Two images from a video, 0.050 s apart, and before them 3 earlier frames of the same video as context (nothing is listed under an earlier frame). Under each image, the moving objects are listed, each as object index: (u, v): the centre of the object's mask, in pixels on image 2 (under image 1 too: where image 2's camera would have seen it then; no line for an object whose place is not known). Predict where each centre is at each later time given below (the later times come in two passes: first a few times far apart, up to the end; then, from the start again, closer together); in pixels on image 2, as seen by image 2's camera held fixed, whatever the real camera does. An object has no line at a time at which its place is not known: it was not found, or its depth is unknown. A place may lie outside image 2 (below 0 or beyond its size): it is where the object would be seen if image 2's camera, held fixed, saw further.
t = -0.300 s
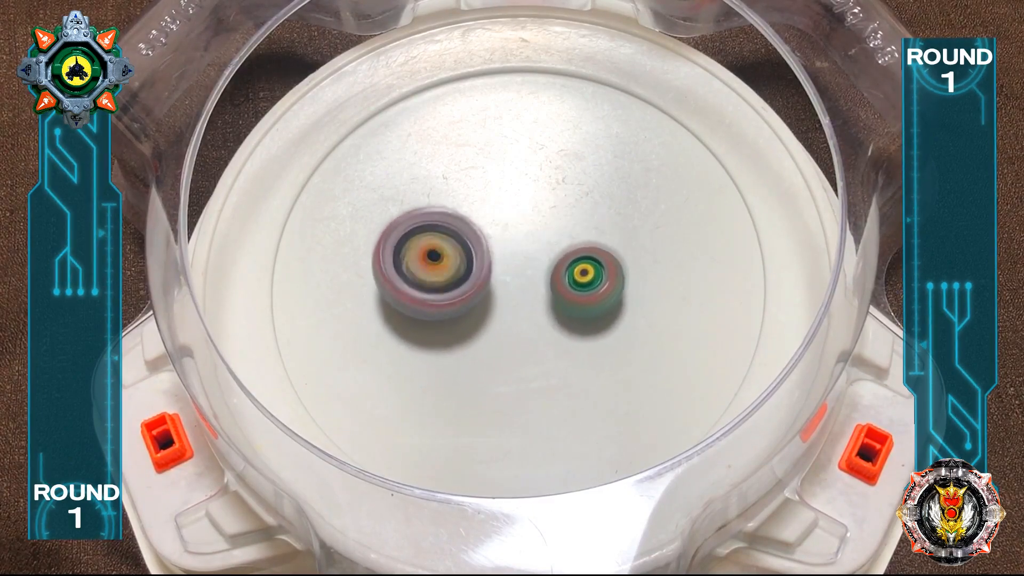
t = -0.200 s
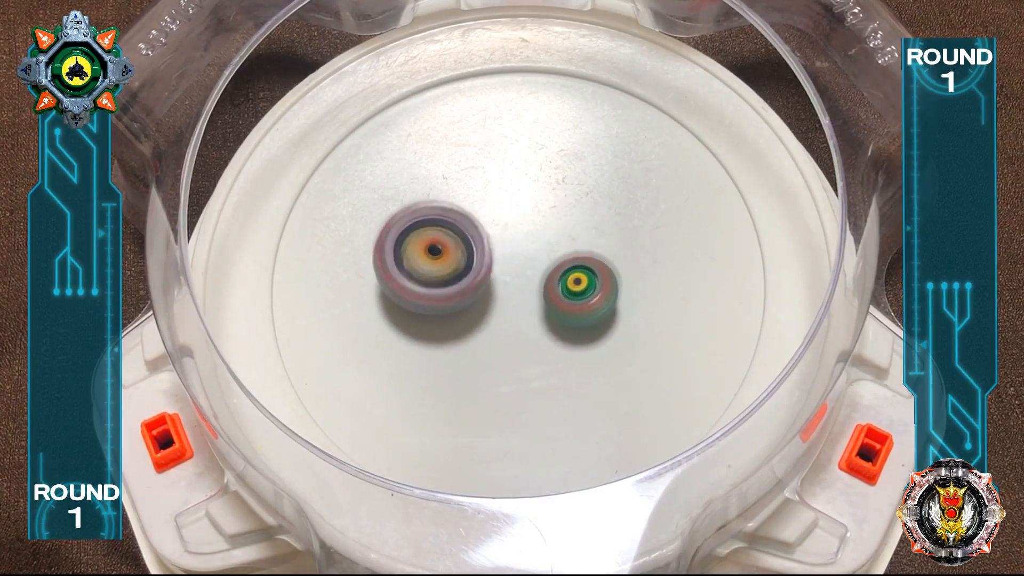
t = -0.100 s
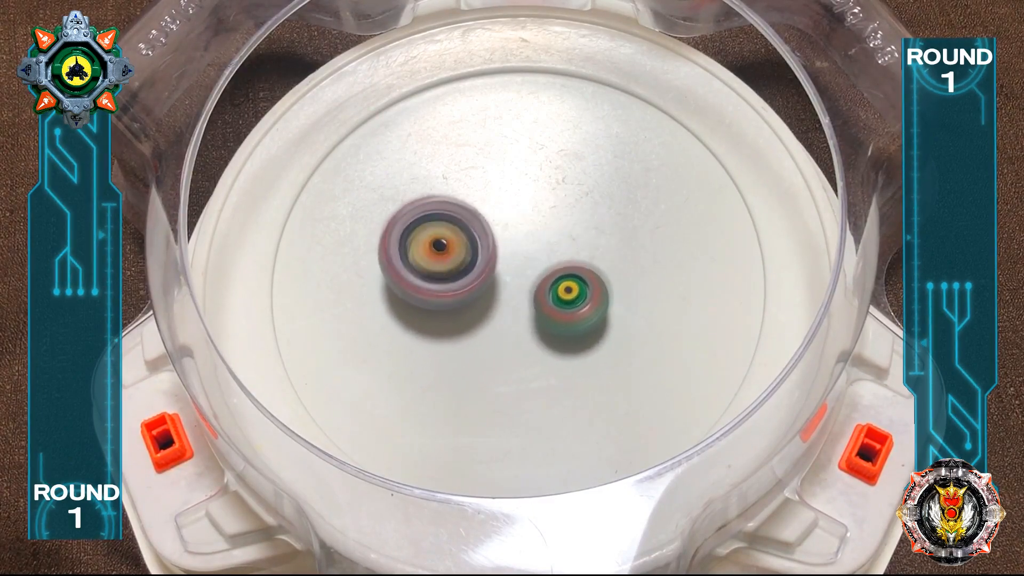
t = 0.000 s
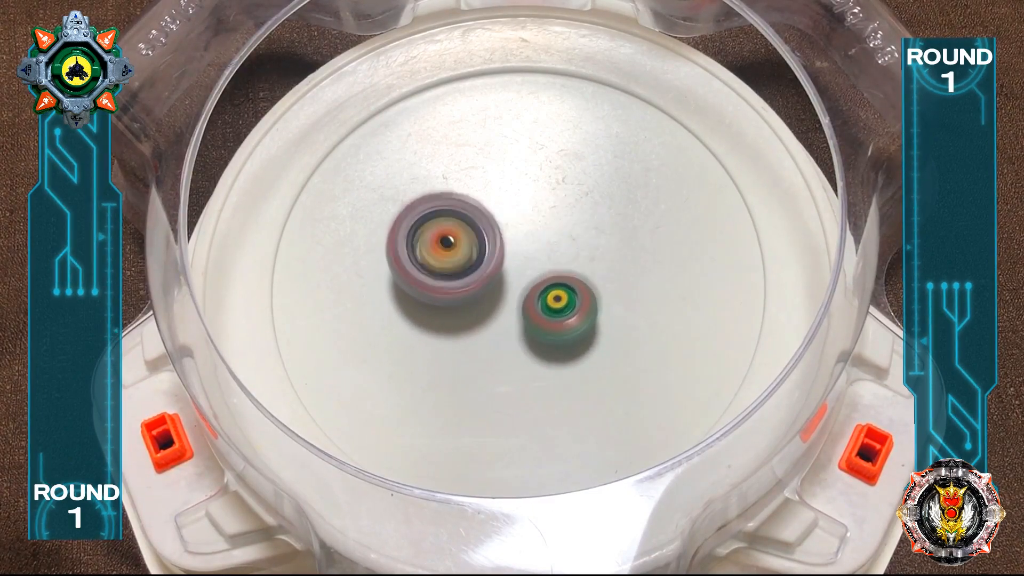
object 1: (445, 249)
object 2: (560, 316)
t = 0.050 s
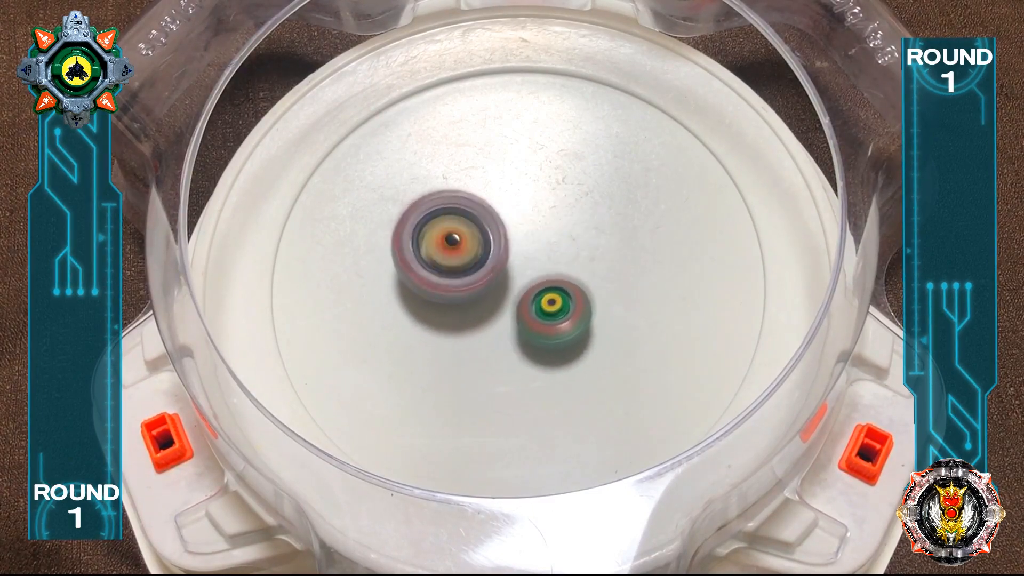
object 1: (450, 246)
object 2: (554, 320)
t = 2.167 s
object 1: (626, 326)
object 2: (575, 247)
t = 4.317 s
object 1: (462, 251)
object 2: (561, 248)
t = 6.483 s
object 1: (513, 310)
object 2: (590, 267)
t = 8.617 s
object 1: (530, 229)
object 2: (649, 292)
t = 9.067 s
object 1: (502, 256)
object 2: (636, 380)
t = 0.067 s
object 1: (452, 245)
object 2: (552, 322)
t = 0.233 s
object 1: (474, 239)
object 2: (532, 331)
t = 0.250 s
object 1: (476, 238)
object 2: (529, 331)
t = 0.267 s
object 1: (479, 237)
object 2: (527, 332)
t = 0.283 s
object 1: (482, 236)
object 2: (526, 333)
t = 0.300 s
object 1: (484, 233)
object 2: (526, 335)
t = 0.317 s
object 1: (486, 231)
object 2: (525, 338)
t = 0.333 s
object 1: (489, 229)
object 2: (523, 339)
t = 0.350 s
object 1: (491, 228)
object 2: (521, 340)
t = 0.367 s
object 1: (493, 226)
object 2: (519, 340)
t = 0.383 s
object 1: (495, 225)
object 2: (517, 340)
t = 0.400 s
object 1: (497, 224)
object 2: (515, 339)
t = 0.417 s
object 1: (499, 223)
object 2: (513, 339)
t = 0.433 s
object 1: (502, 221)
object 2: (511, 338)
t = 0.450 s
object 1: (504, 219)
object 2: (509, 338)
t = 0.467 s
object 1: (506, 217)
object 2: (506, 337)
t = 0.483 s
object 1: (508, 216)
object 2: (504, 336)
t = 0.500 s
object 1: (510, 214)
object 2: (503, 335)
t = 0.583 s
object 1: (520, 209)
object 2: (493, 327)
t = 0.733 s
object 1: (537, 202)
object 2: (476, 311)
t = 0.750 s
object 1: (538, 201)
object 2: (475, 309)
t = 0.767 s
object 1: (540, 200)
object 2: (474, 307)
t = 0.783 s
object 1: (541, 200)
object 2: (472, 305)
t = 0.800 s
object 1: (543, 200)
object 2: (471, 303)
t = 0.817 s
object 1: (545, 200)
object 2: (470, 301)
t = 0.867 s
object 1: (550, 200)
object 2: (467, 295)
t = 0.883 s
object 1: (551, 200)
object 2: (466, 293)
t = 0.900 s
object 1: (552, 200)
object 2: (465, 291)
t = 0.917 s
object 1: (553, 200)
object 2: (465, 289)
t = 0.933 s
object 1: (555, 200)
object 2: (464, 287)
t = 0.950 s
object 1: (556, 200)
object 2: (464, 285)
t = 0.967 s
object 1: (558, 200)
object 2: (463, 283)
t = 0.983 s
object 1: (560, 201)
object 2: (463, 281)
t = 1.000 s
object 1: (561, 201)
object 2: (463, 279)
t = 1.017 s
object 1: (562, 201)
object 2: (463, 277)
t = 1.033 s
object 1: (564, 202)
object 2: (463, 275)
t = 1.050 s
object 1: (565, 202)
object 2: (463, 273)
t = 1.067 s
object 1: (566, 203)
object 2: (463, 271)
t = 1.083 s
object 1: (567, 204)
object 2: (463, 270)
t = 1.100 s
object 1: (569, 205)
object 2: (463, 268)
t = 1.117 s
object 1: (570, 206)
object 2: (464, 267)
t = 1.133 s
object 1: (571, 206)
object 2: (464, 266)
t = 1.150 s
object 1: (572, 207)
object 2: (465, 264)
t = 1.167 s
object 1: (573, 208)
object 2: (465, 263)
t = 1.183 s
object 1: (574, 209)
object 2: (466, 261)
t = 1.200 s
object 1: (575, 211)
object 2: (467, 260)
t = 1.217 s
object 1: (576, 212)
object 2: (468, 259)
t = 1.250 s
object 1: (578, 215)
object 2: (470, 257)
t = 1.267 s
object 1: (579, 216)
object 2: (471, 255)
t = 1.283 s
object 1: (580, 217)
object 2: (472, 254)
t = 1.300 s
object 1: (580, 219)
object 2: (474, 253)
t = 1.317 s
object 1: (581, 220)
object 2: (475, 252)
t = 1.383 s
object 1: (584, 227)
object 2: (482, 249)
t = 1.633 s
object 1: (601, 255)
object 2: (509, 241)
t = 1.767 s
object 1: (611, 272)
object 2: (526, 238)
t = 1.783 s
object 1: (613, 274)
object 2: (528, 238)
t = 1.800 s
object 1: (615, 276)
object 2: (531, 238)
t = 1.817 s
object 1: (615, 277)
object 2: (533, 239)
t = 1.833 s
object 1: (616, 278)
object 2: (535, 239)
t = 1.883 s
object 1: (618, 283)
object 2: (542, 241)
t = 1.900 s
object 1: (619, 284)
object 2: (544, 242)
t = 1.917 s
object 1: (620, 286)
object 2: (546, 242)
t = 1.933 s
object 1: (620, 287)
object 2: (547, 243)
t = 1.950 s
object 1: (620, 290)
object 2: (549, 244)
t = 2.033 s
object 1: (622, 302)
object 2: (558, 245)
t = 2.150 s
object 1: (625, 324)
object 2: (573, 246)
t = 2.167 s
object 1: (626, 326)
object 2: (575, 247)
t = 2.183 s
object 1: (626, 329)
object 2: (577, 248)
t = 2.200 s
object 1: (627, 331)
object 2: (579, 250)
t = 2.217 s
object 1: (627, 333)
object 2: (580, 252)
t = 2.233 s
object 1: (627, 335)
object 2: (581, 254)
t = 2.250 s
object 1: (627, 337)
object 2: (582, 256)
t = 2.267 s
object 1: (627, 339)
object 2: (582, 259)
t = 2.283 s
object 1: (627, 341)
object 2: (582, 261)
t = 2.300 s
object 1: (627, 342)
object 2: (583, 263)
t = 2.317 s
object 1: (626, 344)
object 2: (582, 265)
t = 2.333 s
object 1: (625, 345)
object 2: (583, 268)
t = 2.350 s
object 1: (624, 347)
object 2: (583, 270)
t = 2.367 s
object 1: (623, 348)
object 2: (583, 273)
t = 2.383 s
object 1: (622, 350)
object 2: (583, 274)
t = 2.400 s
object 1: (620, 353)
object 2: (582, 275)
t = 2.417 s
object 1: (618, 354)
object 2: (582, 275)
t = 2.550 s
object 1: (601, 369)
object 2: (574, 283)
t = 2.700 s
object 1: (585, 381)
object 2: (554, 300)
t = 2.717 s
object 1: (583, 382)
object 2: (551, 302)
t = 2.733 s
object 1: (581, 383)
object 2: (548, 304)
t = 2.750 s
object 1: (579, 384)
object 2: (544, 305)
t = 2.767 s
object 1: (578, 388)
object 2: (541, 303)
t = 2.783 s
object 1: (576, 391)
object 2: (538, 300)
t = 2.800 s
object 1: (573, 393)
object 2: (534, 297)
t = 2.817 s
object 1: (572, 393)
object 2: (530, 294)
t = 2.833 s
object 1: (571, 393)
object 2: (527, 292)
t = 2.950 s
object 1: (559, 382)
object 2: (504, 289)
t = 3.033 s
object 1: (546, 368)
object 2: (487, 287)
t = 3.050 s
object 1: (543, 365)
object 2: (484, 286)
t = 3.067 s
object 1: (540, 362)
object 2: (480, 285)
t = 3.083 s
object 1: (538, 358)
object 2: (477, 283)
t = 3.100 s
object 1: (534, 355)
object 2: (474, 282)
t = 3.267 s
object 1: (506, 331)
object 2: (446, 264)
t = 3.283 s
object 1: (503, 329)
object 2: (444, 261)
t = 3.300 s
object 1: (500, 327)
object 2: (442, 260)
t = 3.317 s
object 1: (497, 327)
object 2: (439, 255)
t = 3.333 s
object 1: (496, 328)
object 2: (435, 247)
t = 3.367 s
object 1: (493, 329)
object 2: (427, 234)
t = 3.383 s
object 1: (491, 328)
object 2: (425, 228)
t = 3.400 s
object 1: (489, 327)
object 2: (423, 223)
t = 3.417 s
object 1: (487, 325)
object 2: (421, 219)
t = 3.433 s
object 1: (485, 323)
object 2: (420, 217)
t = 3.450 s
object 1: (483, 321)
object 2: (419, 215)
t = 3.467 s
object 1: (480, 318)
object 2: (419, 213)
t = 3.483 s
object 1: (479, 316)
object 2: (419, 212)
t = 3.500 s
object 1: (477, 313)
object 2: (418, 211)
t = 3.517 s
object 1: (475, 310)
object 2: (418, 210)
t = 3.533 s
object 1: (473, 307)
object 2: (419, 209)
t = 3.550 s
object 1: (471, 304)
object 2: (419, 208)
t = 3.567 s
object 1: (469, 301)
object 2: (419, 207)
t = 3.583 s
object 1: (467, 298)
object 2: (420, 205)
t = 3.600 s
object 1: (466, 295)
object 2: (420, 204)
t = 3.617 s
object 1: (464, 292)
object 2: (422, 202)
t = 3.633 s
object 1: (463, 289)
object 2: (423, 200)
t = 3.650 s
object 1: (462, 285)
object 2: (424, 198)
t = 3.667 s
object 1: (460, 282)
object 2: (425, 197)
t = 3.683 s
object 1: (459, 279)
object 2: (427, 195)
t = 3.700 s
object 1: (459, 276)
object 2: (430, 194)
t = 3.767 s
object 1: (456, 268)
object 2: (438, 186)
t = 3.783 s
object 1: (456, 268)
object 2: (440, 184)
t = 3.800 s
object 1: (456, 267)
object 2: (442, 183)
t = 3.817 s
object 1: (455, 267)
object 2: (445, 183)
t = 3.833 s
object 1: (454, 267)
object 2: (449, 184)
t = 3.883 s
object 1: (452, 265)
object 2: (462, 185)
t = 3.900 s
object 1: (451, 265)
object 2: (466, 186)
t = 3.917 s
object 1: (451, 265)
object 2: (471, 186)
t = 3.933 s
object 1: (449, 265)
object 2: (476, 187)
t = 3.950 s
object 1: (448, 266)
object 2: (481, 190)
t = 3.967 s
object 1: (447, 267)
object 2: (485, 192)
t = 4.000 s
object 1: (446, 266)
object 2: (494, 196)
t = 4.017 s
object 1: (446, 265)
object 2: (498, 199)
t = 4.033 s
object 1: (446, 264)
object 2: (502, 202)
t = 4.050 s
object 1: (447, 263)
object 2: (507, 204)
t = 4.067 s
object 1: (448, 262)
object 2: (511, 207)
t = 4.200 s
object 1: (454, 255)
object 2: (541, 226)
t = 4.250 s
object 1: (456, 253)
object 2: (551, 236)
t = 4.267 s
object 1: (457, 252)
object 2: (554, 239)
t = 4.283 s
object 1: (458, 251)
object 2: (557, 242)
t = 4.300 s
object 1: (459, 251)
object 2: (559, 245)
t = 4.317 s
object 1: (462, 251)
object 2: (561, 248)
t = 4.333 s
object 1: (463, 249)
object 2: (564, 251)
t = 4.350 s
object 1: (464, 249)
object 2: (566, 255)
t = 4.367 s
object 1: (466, 248)
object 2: (568, 258)
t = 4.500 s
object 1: (483, 243)
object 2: (578, 283)
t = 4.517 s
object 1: (486, 242)
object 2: (578, 286)
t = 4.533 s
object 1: (488, 240)
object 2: (579, 289)
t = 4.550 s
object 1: (490, 240)
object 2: (579, 292)
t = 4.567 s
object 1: (493, 240)
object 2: (579, 296)
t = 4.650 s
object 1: (506, 236)
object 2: (576, 311)
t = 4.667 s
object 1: (508, 235)
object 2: (575, 314)
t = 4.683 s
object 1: (511, 235)
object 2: (574, 317)
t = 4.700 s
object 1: (514, 234)
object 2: (573, 319)
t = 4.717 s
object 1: (516, 233)
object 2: (571, 322)
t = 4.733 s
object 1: (519, 233)
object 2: (570, 324)
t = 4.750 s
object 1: (522, 232)
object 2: (568, 326)
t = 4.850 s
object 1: (537, 228)
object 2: (555, 337)
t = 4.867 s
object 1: (540, 228)
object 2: (553, 338)
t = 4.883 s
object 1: (542, 227)
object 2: (550, 340)
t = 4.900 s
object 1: (545, 227)
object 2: (547, 341)
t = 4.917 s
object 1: (547, 227)
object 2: (545, 342)
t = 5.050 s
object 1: (563, 225)
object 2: (521, 345)
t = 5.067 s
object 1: (566, 224)
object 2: (518, 344)
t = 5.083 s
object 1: (567, 224)
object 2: (515, 344)
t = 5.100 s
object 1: (568, 225)
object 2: (512, 343)
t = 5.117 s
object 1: (570, 226)
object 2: (509, 342)
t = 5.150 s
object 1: (573, 225)
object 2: (503, 341)
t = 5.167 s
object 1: (574, 227)
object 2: (501, 340)
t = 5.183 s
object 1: (576, 227)
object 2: (498, 338)
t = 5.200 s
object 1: (577, 228)
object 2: (495, 336)
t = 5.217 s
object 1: (578, 228)
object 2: (492, 335)
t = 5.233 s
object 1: (579, 228)
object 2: (490, 333)
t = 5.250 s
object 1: (580, 229)
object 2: (488, 331)
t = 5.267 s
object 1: (581, 230)
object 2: (485, 329)
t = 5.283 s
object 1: (581, 231)
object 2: (483, 327)
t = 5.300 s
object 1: (583, 232)
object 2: (481, 325)
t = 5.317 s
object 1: (583, 232)
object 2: (479, 323)
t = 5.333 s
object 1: (583, 233)
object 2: (477, 320)
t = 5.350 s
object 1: (584, 235)
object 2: (474, 318)
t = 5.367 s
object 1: (585, 235)
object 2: (473, 315)
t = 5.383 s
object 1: (585, 236)
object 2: (471, 312)
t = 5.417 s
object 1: (586, 238)
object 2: (469, 307)
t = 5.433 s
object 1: (586, 238)
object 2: (468, 304)
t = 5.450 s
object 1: (586, 240)
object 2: (467, 301)
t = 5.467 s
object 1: (586, 242)
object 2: (466, 298)
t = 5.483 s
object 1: (587, 242)
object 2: (466, 295)
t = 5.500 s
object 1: (586, 243)
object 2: (465, 292)
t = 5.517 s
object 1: (586, 245)
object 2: (465, 290)
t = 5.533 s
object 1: (586, 246)
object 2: (465, 287)
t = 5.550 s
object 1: (586, 247)
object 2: (465, 284)
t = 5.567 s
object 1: (585, 248)
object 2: (465, 281)
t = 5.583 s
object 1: (585, 250)
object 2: (465, 278)
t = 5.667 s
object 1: (583, 256)
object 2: (468, 265)
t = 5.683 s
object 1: (581, 258)
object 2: (469, 263)
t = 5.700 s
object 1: (581, 260)
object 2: (470, 260)
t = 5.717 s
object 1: (580, 261)
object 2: (472, 258)
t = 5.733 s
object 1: (579, 263)
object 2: (474, 255)
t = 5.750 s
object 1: (578, 265)
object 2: (475, 253)
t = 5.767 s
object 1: (578, 266)
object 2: (477, 251)
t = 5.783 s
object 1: (577, 267)
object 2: (479, 249)
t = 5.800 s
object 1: (575, 269)
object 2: (481, 246)
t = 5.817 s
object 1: (575, 270)
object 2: (483, 245)
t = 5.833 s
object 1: (574, 272)
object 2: (485, 243)
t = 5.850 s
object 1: (572, 273)
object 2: (487, 240)
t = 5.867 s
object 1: (571, 275)
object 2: (489, 239)
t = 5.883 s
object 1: (570, 276)
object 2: (491, 236)
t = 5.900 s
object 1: (568, 277)
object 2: (493, 234)
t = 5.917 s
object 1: (566, 279)
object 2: (495, 232)
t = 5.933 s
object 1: (566, 280)
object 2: (498, 230)
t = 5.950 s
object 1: (564, 281)
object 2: (501, 228)
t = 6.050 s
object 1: (555, 290)
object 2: (519, 220)
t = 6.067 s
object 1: (553, 290)
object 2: (523, 219)
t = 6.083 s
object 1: (552, 292)
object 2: (527, 218)
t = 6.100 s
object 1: (551, 293)
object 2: (530, 218)
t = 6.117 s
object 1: (549, 294)
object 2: (535, 218)
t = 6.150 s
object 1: (546, 297)
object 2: (542, 219)
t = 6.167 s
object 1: (544, 298)
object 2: (546, 220)
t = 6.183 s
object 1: (542, 299)
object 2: (550, 221)
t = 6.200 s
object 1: (541, 301)
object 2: (553, 222)
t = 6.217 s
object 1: (539, 302)
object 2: (556, 224)
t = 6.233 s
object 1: (537, 302)
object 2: (560, 226)
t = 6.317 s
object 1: (530, 307)
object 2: (575, 238)
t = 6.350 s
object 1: (526, 308)
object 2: (580, 244)
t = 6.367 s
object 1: (525, 308)
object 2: (581, 246)
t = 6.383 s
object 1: (523, 308)
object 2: (583, 249)
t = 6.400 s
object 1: (521, 309)
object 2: (585, 253)
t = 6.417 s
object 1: (520, 310)
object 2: (586, 256)
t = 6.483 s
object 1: (513, 310)
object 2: (590, 267)
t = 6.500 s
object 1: (511, 310)
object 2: (591, 270)
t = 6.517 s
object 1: (509, 310)
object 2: (592, 274)
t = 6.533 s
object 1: (509, 309)
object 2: (591, 277)
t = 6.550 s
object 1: (506, 309)
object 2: (591, 280)
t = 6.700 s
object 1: (493, 303)
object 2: (585, 306)
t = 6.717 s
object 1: (491, 302)
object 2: (584, 308)
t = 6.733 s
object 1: (489, 301)
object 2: (582, 311)
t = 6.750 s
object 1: (483, 300)
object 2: (588, 313)
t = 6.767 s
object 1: (478, 299)
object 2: (597, 315)
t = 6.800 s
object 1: (469, 296)
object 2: (610, 319)
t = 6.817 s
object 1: (467, 294)
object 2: (614, 320)
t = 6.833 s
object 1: (465, 293)
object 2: (616, 322)
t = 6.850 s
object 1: (463, 293)
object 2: (617, 323)
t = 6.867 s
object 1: (462, 293)
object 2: (616, 325)
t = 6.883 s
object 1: (459, 292)
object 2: (614, 327)
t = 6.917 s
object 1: (456, 290)
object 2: (609, 330)
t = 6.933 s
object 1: (454, 290)
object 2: (606, 332)
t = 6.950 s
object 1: (452, 290)
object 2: (602, 334)
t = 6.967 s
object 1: (451, 289)
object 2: (598, 335)
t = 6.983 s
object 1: (449, 288)
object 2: (595, 336)
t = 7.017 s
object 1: (447, 287)
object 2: (587, 338)
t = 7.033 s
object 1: (445, 286)
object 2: (583, 339)
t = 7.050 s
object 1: (444, 285)
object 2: (579, 340)
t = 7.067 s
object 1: (443, 284)
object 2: (575, 340)
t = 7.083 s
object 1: (442, 283)
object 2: (571, 340)
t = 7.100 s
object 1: (441, 282)
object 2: (567, 340)
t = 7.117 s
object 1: (440, 281)
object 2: (563, 340)
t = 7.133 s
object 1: (440, 280)
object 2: (558, 340)
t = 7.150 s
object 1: (439, 279)
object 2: (554, 339)
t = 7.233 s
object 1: (437, 273)
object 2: (534, 334)
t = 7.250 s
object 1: (437, 272)
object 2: (530, 332)
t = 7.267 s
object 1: (437, 271)
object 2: (526, 331)
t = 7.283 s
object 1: (436, 266)
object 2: (524, 332)
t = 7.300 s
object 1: (435, 263)
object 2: (525, 334)
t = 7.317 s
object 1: (434, 258)
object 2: (525, 336)
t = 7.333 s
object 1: (433, 254)
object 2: (525, 337)
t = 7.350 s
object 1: (434, 251)
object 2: (525, 338)
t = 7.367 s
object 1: (435, 248)
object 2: (524, 337)
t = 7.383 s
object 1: (435, 247)
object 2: (522, 335)
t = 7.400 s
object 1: (435, 245)
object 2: (520, 333)
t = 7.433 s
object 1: (435, 242)
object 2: (516, 327)
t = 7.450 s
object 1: (435, 241)
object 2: (513, 324)
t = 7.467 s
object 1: (435, 239)
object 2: (512, 320)
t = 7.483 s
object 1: (434, 235)
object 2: (515, 322)
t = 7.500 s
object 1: (431, 230)
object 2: (522, 327)
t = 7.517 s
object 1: (430, 226)
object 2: (527, 329)
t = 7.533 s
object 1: (429, 222)
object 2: (532, 331)
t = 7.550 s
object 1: (428, 220)
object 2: (537, 332)
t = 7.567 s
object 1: (429, 218)
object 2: (540, 332)
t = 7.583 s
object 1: (428, 216)
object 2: (542, 331)
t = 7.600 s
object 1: (428, 215)
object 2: (543, 329)
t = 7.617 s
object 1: (428, 213)
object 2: (544, 326)
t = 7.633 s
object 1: (428, 211)
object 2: (546, 322)
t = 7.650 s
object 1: (428, 210)
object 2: (547, 319)
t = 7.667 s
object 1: (429, 207)
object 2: (548, 316)
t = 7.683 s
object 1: (429, 206)
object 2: (550, 312)
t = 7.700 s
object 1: (430, 205)
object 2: (552, 308)
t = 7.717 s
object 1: (430, 203)
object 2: (554, 305)
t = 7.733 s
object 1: (431, 202)
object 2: (556, 301)
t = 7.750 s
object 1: (433, 201)
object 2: (557, 298)
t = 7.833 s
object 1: (440, 196)
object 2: (568, 282)
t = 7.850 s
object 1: (443, 195)
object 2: (571, 279)
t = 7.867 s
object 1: (444, 194)
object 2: (573, 277)
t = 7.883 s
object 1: (447, 194)
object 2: (576, 274)
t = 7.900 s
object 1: (449, 193)
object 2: (578, 270)
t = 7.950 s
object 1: (457, 193)
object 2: (585, 264)
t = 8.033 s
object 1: (470, 192)
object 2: (597, 254)
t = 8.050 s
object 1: (472, 192)
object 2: (600, 253)
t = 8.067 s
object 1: (476, 193)
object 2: (602, 250)
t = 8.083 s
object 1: (479, 193)
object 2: (604, 249)
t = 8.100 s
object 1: (481, 194)
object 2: (607, 248)
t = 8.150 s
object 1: (491, 196)
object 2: (613, 244)
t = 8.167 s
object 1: (494, 198)
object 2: (615, 244)
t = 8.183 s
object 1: (497, 198)
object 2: (617, 243)
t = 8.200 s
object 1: (500, 200)
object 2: (619, 243)
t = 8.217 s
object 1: (504, 201)
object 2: (621, 242)
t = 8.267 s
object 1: (513, 204)
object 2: (626, 242)
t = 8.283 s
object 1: (515, 206)
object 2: (627, 242)
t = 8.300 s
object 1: (519, 207)
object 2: (628, 242)
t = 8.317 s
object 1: (521, 208)
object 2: (629, 243)
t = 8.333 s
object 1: (524, 210)
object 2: (629, 243)
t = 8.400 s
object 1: (535, 216)
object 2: (631, 247)
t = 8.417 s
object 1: (537, 217)
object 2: (630, 248)
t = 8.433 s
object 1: (540, 219)
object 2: (632, 250)
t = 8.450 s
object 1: (537, 218)
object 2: (640, 256)
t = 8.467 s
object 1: (534, 216)
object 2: (647, 260)
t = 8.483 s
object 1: (530, 216)
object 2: (651, 266)
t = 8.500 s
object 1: (529, 216)
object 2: (654, 272)
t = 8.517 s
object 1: (528, 218)
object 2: (655, 277)
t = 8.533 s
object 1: (527, 219)
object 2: (655, 281)
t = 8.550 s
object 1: (528, 220)
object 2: (654, 283)
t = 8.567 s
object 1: (528, 222)
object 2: (653, 286)
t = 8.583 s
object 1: (529, 226)
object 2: (652, 289)
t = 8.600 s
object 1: (530, 227)
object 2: (650, 291)
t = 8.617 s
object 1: (530, 229)
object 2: (649, 292)
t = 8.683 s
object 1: (535, 236)
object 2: (640, 300)
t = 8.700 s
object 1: (536, 238)
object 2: (638, 302)
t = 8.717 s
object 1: (538, 241)
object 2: (635, 304)
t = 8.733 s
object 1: (539, 243)
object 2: (632, 305)
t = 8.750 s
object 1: (540, 245)
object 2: (628, 305)
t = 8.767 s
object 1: (542, 247)
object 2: (624, 307)
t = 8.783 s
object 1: (542, 249)
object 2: (623, 310)
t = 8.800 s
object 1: (541, 250)
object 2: (624, 314)
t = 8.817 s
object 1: (540, 251)
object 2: (624, 316)
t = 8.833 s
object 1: (540, 252)
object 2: (622, 318)
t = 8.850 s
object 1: (539, 253)
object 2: (619, 320)
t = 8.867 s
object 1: (540, 256)
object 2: (615, 323)
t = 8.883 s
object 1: (533, 254)
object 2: (622, 332)
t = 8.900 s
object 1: (527, 251)
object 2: (630, 343)
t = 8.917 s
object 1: (522, 249)
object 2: (637, 353)
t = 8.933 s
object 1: (517, 247)
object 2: (643, 362)
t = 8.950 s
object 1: (513, 246)
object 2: (647, 370)
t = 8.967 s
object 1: (510, 246)
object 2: (648, 376)
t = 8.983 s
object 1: (508, 247)
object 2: (648, 379)
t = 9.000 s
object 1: (506, 248)
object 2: (646, 382)
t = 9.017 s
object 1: (505, 249)
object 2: (644, 382)
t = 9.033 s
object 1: (504, 251)
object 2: (641, 382)
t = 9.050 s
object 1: (502, 254)
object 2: (639, 381)
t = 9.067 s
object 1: (502, 256)
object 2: (636, 380)
